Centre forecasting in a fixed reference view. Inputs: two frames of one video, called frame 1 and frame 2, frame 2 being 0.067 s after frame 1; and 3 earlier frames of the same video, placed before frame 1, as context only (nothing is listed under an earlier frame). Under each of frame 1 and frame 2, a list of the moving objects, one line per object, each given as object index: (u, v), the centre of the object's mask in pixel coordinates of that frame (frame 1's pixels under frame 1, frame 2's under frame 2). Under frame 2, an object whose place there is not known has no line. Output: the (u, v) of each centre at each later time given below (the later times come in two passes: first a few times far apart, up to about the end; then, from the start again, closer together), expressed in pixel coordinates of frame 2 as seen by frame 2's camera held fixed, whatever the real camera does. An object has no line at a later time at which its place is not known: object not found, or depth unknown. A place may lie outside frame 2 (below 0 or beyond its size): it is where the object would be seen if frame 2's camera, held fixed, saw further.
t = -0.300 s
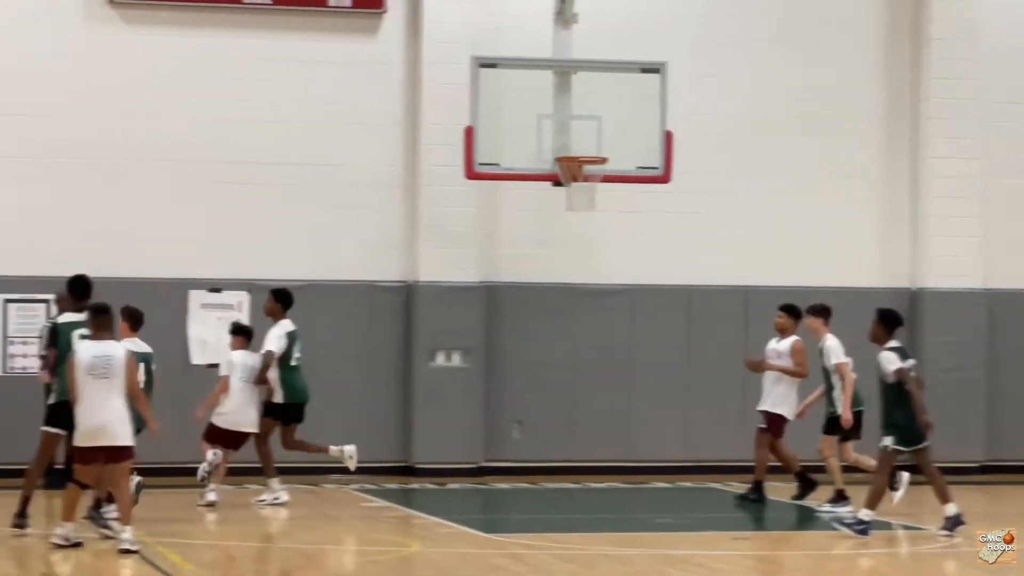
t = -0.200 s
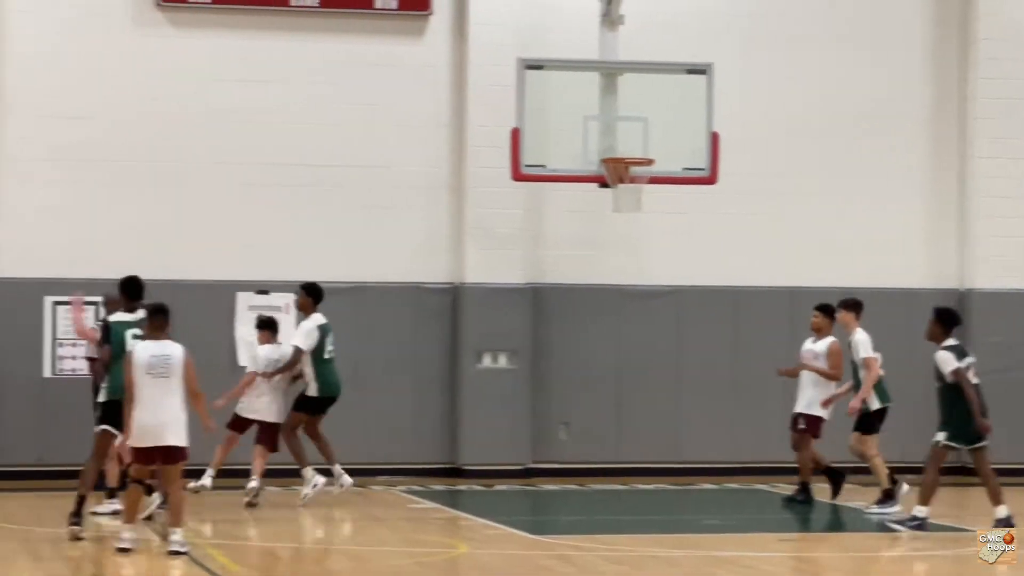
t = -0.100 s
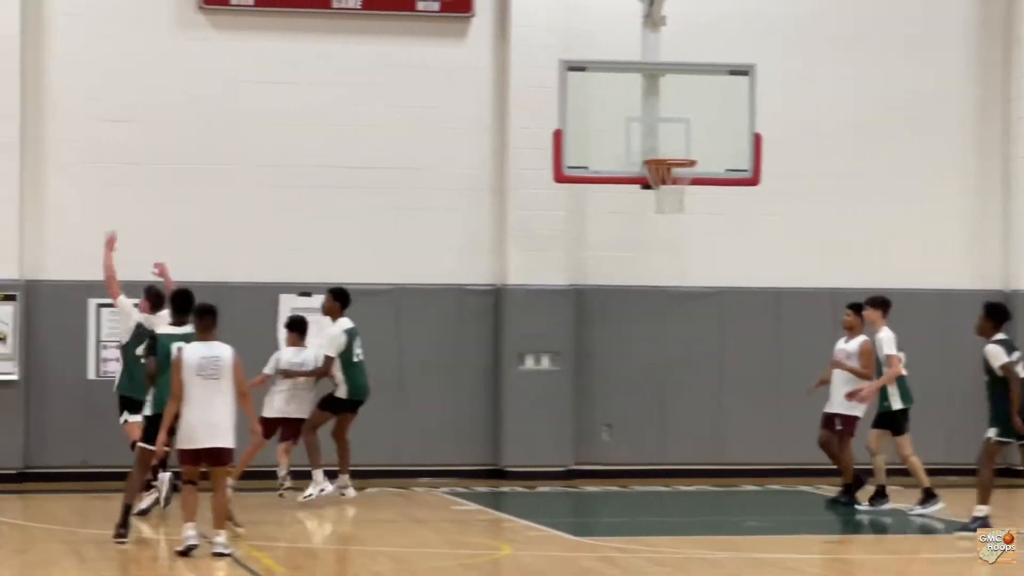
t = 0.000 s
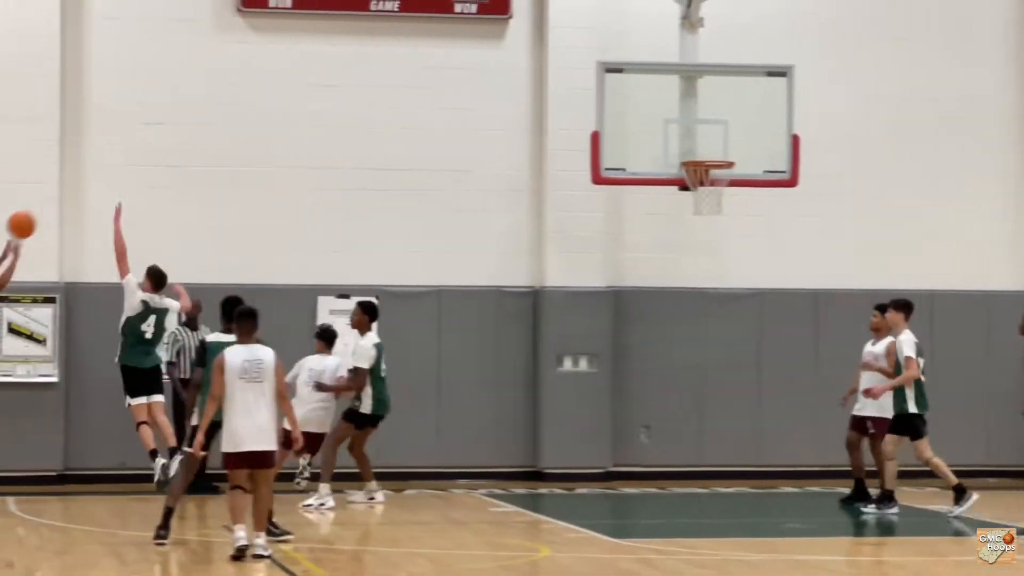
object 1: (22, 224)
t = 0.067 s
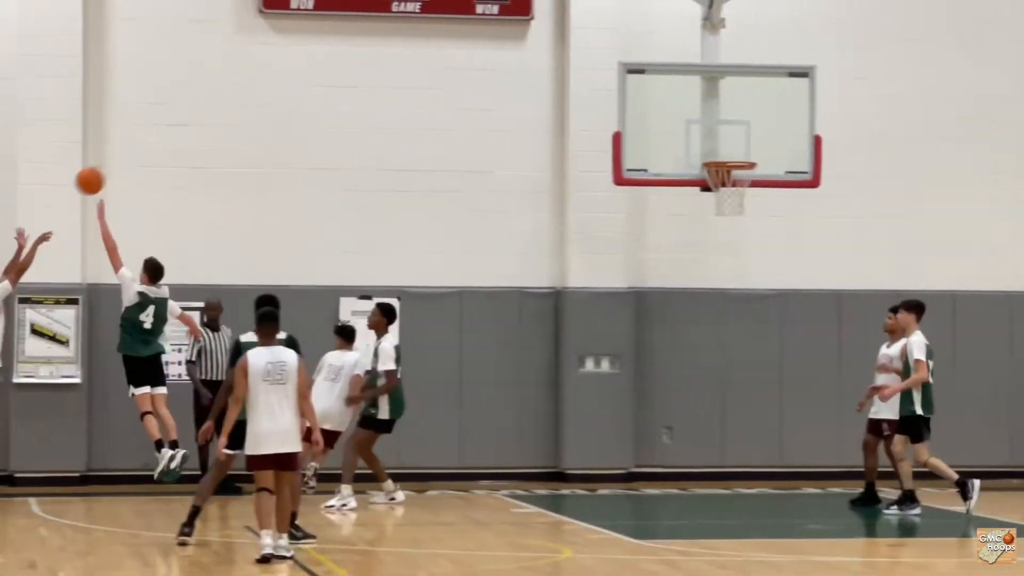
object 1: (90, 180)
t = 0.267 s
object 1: (227, 76)
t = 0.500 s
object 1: (378, 16)
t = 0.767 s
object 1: (538, 28)
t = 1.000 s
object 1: (670, 98)
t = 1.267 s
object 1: (717, 218)
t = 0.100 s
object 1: (112, 160)
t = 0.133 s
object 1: (135, 140)
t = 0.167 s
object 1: (159, 122)
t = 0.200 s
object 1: (181, 105)
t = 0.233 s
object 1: (204, 90)
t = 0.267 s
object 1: (227, 76)
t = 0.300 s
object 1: (248, 63)
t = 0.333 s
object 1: (270, 52)
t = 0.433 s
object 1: (335, 27)
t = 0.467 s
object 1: (357, 20)
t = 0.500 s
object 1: (378, 16)
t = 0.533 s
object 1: (398, 14)
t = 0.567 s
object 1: (419, 11)
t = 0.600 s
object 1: (439, 11)
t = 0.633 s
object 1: (459, 12)
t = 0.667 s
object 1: (479, 14)
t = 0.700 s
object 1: (500, 18)
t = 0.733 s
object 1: (519, 22)
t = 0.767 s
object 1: (538, 28)
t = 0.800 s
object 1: (558, 34)
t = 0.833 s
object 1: (576, 42)
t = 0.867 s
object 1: (596, 51)
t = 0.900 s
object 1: (614, 61)
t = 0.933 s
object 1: (633, 73)
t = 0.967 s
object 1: (651, 85)
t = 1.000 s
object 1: (670, 98)
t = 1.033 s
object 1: (689, 112)
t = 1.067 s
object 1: (707, 128)
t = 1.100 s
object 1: (725, 144)
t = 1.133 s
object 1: (744, 160)
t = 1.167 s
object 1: (743, 175)
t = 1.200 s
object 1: (734, 191)
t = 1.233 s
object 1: (725, 206)
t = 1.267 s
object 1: (717, 218)
